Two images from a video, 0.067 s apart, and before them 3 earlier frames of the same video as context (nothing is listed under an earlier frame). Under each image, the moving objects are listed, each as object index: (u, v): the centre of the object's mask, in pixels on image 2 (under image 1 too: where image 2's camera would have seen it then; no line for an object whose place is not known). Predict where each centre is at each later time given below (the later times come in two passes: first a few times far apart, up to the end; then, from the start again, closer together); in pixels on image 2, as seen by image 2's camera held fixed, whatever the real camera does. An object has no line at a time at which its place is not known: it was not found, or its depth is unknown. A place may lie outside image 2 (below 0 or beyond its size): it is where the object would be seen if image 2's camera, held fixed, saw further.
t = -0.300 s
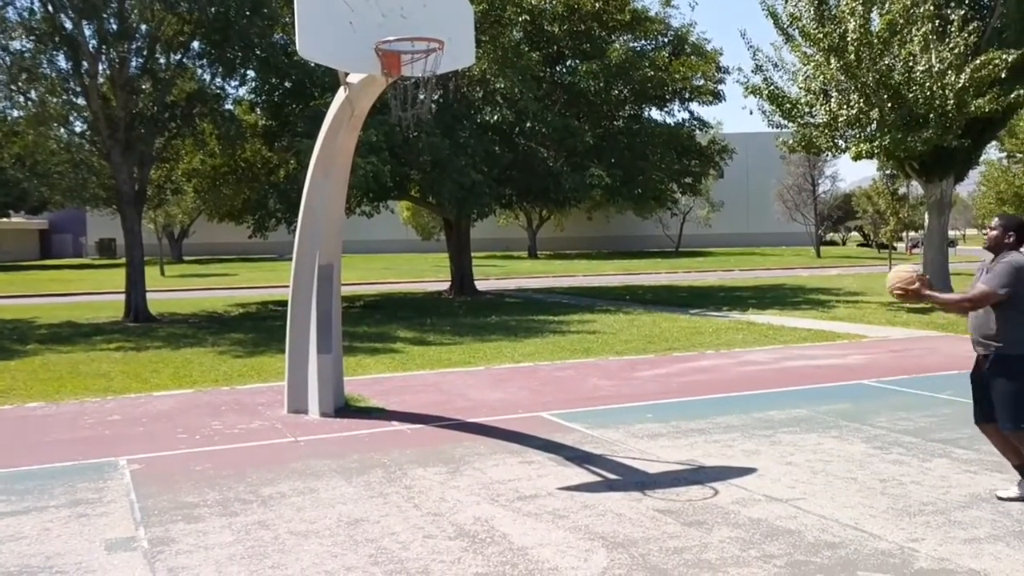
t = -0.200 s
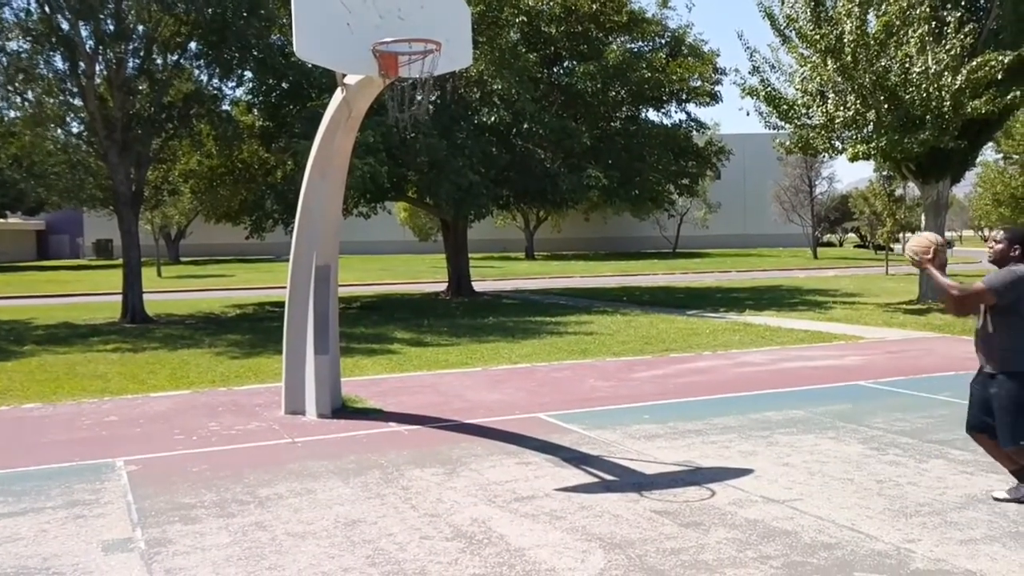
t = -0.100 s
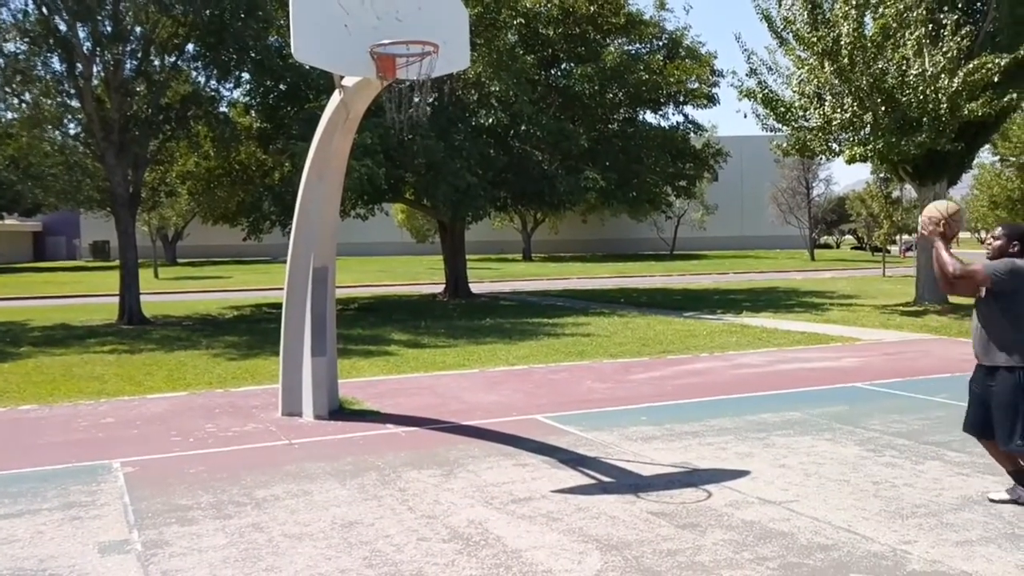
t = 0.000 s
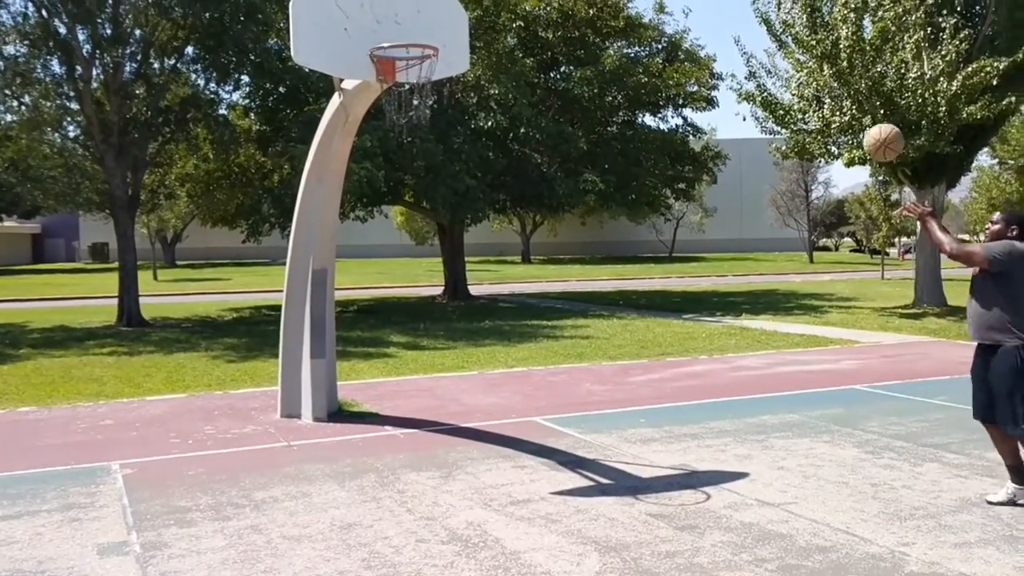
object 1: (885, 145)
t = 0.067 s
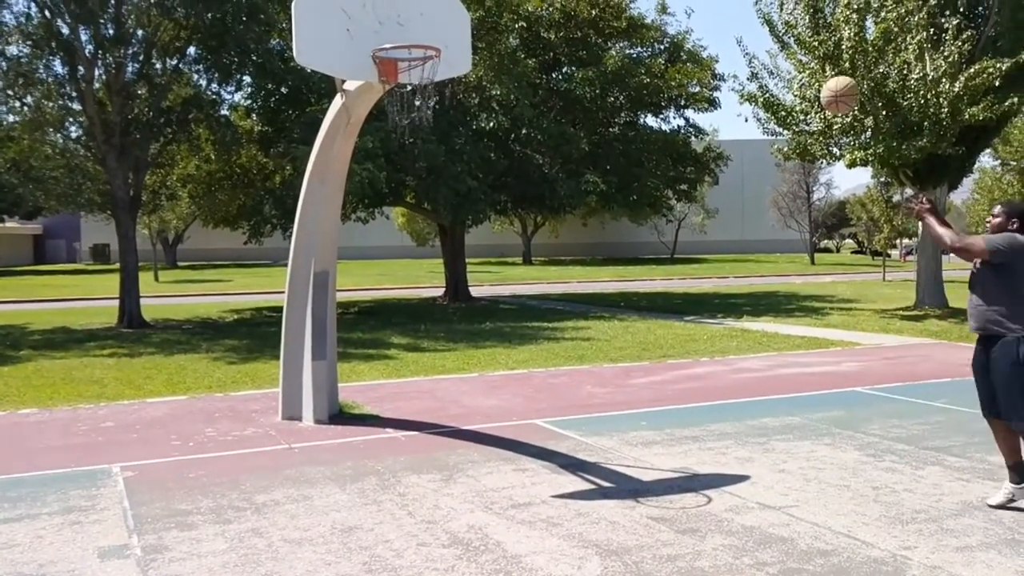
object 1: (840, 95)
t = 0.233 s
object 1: (730, 10)
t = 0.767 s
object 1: (425, 9)
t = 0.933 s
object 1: (398, 63)
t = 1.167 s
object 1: (382, 178)
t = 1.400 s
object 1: (364, 406)
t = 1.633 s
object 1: (354, 419)
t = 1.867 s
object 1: (356, 257)
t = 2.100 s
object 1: (363, 178)
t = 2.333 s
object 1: (374, 233)
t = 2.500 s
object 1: (386, 400)
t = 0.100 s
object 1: (817, 74)
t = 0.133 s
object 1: (795, 55)
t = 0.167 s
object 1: (773, 37)
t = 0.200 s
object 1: (752, 22)
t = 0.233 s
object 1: (730, 10)
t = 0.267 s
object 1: (708, 3)
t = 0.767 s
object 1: (425, 9)
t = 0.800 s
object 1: (409, 21)
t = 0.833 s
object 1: (405, 28)
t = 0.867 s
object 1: (404, 37)
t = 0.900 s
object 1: (401, 47)
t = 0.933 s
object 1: (398, 63)
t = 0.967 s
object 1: (395, 76)
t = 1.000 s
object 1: (393, 88)
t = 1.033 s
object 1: (391, 102)
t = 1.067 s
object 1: (389, 117)
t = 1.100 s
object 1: (386, 135)
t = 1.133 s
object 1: (384, 155)
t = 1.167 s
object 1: (382, 178)
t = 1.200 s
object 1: (380, 203)
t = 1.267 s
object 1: (375, 260)
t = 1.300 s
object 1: (372, 293)
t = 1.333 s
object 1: (370, 327)
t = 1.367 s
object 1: (367, 365)
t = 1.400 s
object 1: (364, 406)
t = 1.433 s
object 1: (360, 450)
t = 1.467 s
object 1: (358, 498)
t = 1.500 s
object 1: (355, 538)
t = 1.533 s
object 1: (356, 508)
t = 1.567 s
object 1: (354, 477)
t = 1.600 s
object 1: (354, 447)
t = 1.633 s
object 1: (354, 419)
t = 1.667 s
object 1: (355, 393)
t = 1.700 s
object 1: (354, 366)
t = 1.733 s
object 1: (355, 341)
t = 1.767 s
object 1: (355, 319)
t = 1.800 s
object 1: (355, 297)
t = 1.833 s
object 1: (355, 277)
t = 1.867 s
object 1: (356, 257)
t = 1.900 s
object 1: (356, 239)
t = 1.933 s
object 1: (357, 224)
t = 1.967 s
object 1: (358, 211)
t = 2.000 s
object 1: (359, 198)
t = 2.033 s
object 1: (360, 190)
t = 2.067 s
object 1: (361, 183)
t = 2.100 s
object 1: (363, 178)
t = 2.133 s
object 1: (364, 177)
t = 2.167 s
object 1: (365, 178)
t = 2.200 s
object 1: (365, 180)
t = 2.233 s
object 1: (368, 189)
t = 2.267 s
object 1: (370, 200)
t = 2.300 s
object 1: (371, 214)
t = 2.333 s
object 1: (374, 233)
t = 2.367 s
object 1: (376, 256)
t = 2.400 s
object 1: (379, 285)
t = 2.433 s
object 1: (381, 318)
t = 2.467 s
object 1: (384, 356)
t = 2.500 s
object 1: (386, 400)
